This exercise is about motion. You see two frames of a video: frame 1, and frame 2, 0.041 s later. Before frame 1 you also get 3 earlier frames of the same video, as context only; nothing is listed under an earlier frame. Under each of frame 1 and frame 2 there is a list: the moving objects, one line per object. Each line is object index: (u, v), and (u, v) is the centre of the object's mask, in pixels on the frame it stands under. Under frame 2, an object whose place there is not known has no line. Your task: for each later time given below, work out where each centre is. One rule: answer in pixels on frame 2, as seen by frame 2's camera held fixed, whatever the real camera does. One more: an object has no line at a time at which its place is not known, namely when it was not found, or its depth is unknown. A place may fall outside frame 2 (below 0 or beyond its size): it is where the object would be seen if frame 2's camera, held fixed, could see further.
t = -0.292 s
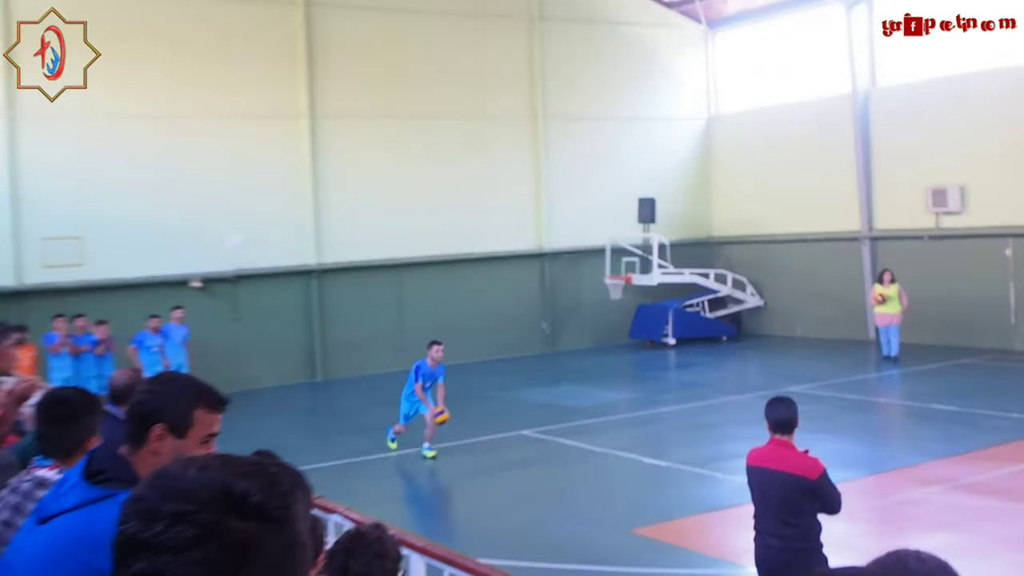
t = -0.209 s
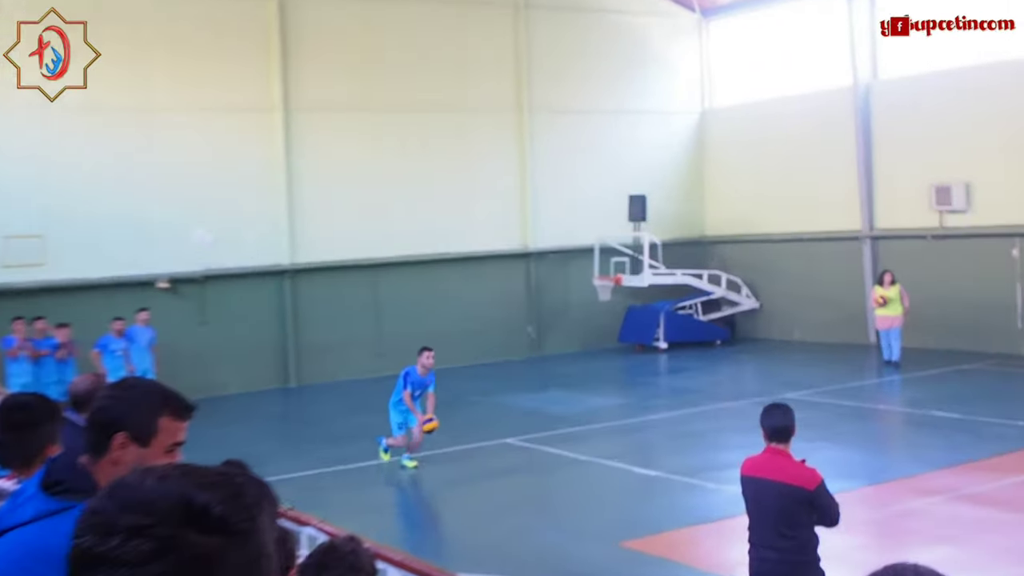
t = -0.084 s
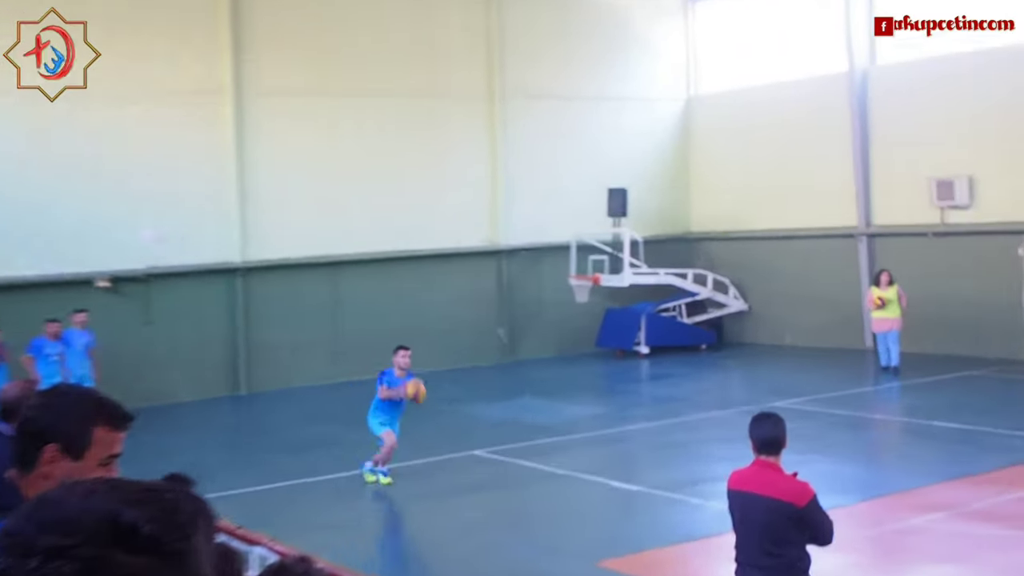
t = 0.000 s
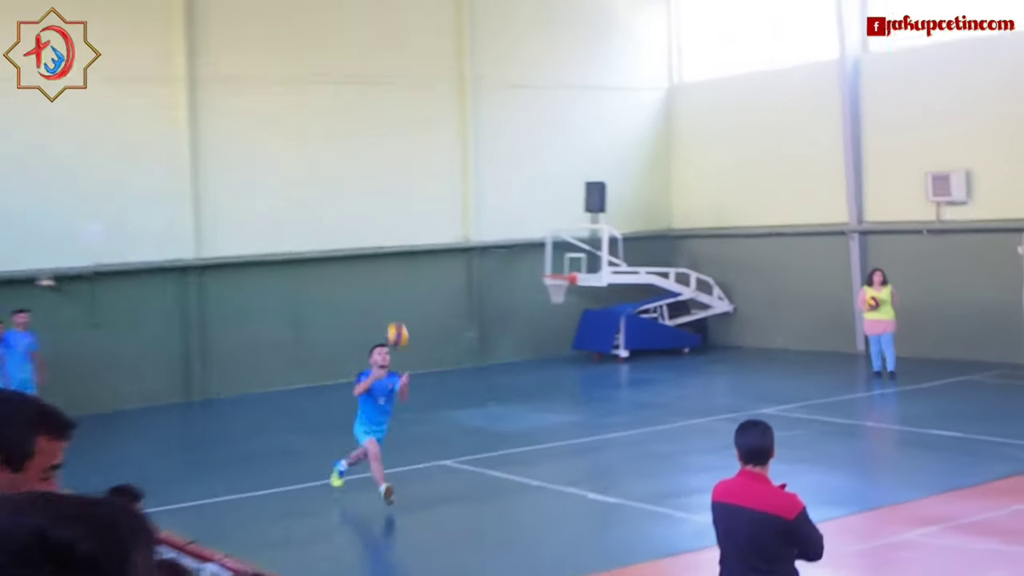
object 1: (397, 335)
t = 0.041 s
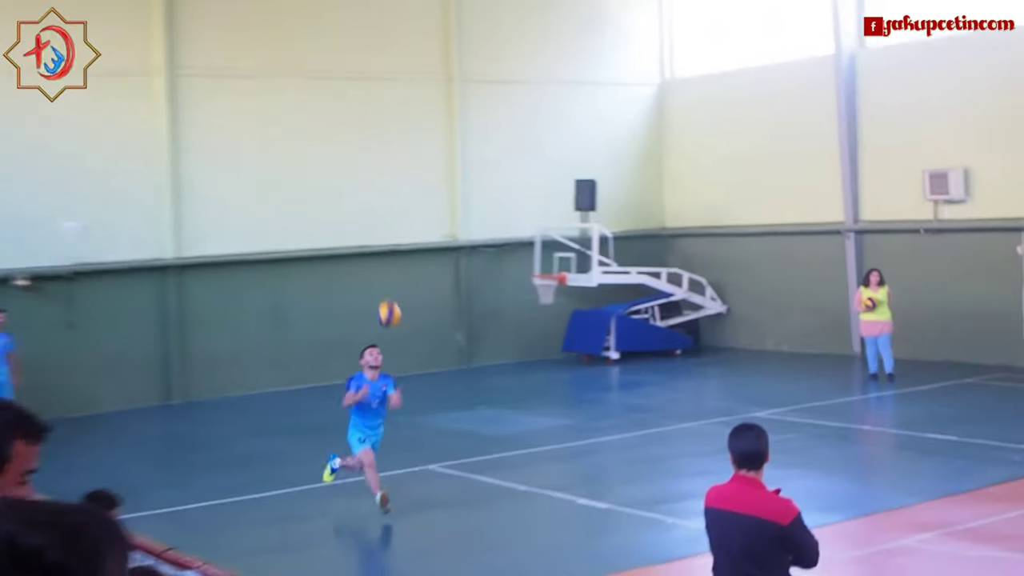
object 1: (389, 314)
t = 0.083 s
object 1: (393, 293)
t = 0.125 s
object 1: (395, 274)
